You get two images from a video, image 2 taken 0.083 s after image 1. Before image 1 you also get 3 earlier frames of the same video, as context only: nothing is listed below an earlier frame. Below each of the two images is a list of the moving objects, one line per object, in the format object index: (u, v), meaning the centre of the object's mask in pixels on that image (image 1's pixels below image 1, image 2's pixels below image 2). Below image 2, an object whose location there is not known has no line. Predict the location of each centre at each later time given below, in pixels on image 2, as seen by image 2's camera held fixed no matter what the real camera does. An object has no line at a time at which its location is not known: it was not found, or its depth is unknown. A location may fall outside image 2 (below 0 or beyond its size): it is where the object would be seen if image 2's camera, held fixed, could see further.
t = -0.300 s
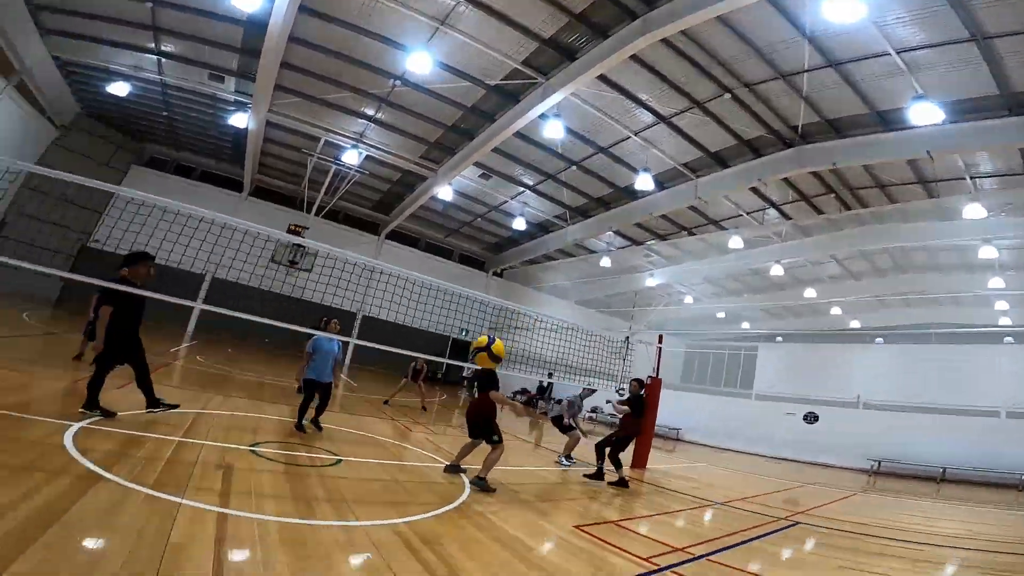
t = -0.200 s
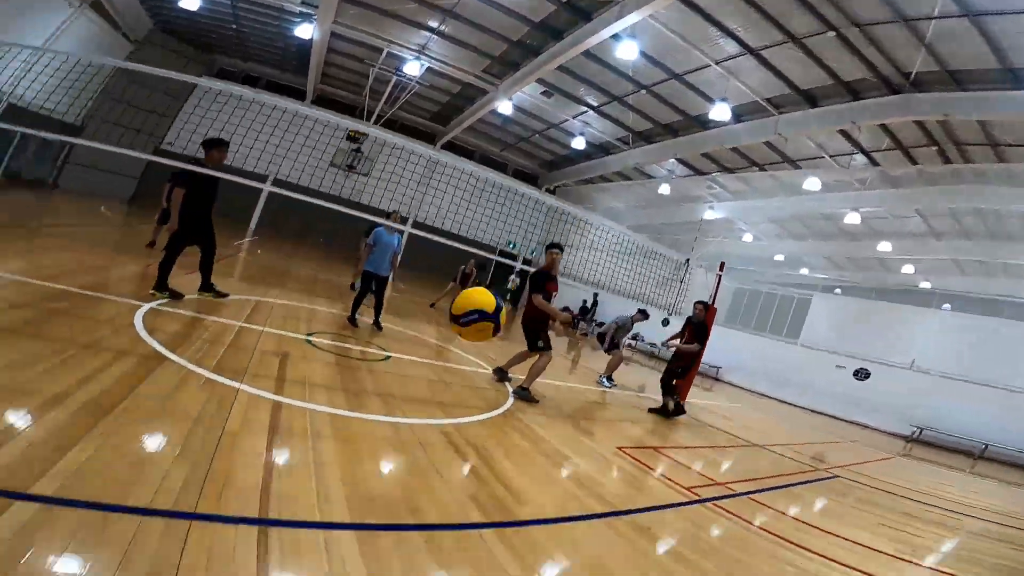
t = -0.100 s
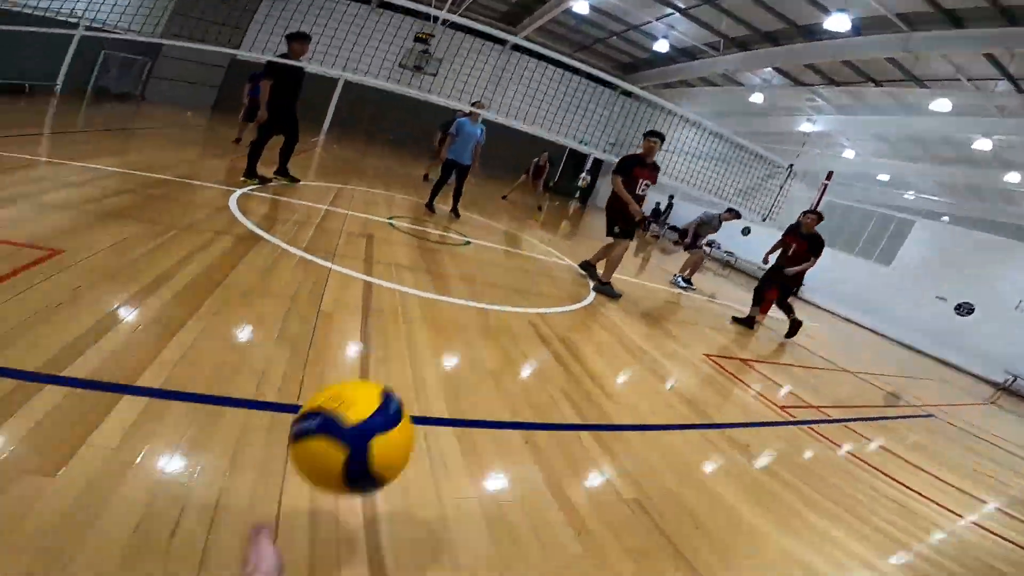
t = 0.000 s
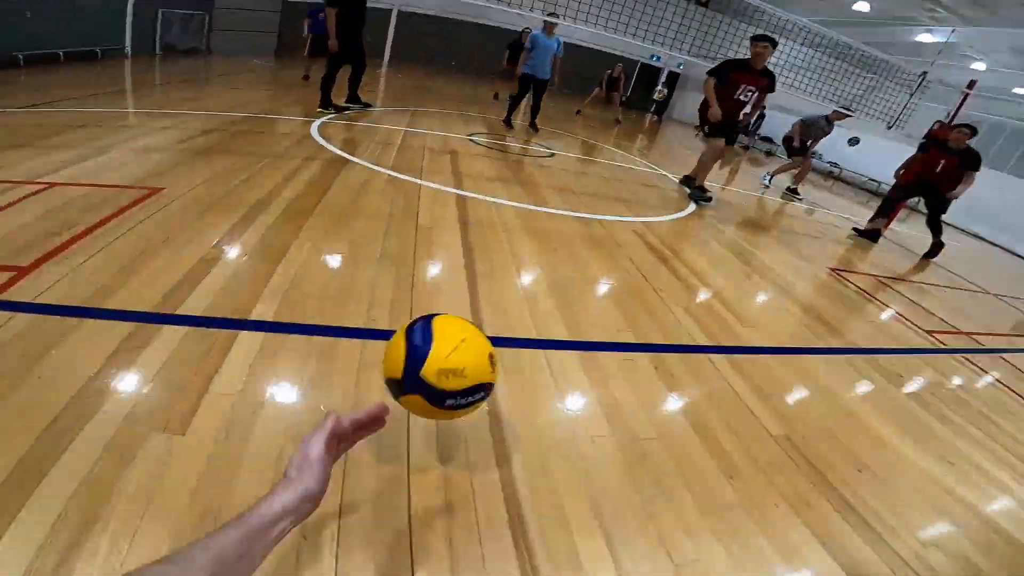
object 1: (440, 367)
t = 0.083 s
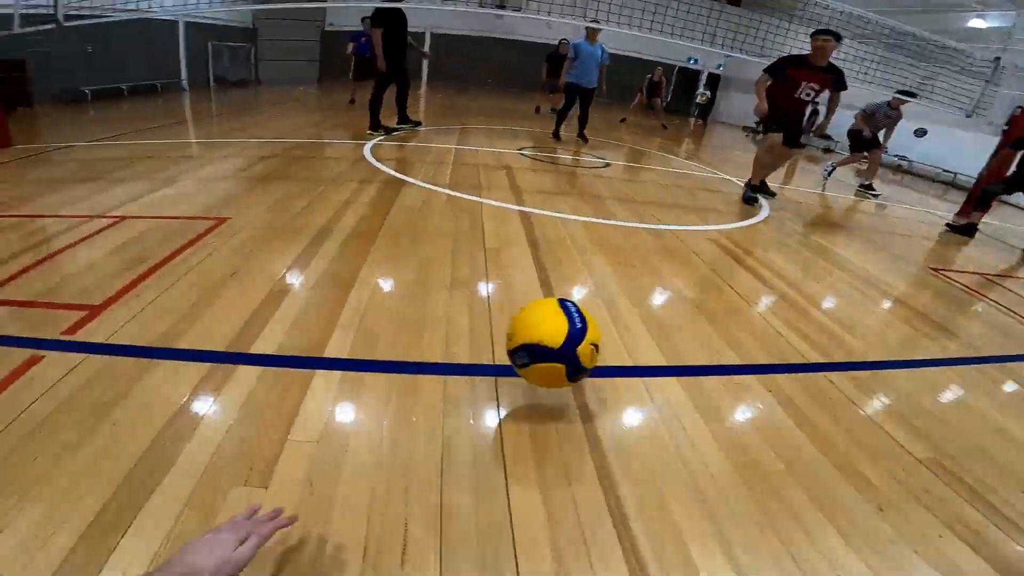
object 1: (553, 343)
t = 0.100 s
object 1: (555, 336)
